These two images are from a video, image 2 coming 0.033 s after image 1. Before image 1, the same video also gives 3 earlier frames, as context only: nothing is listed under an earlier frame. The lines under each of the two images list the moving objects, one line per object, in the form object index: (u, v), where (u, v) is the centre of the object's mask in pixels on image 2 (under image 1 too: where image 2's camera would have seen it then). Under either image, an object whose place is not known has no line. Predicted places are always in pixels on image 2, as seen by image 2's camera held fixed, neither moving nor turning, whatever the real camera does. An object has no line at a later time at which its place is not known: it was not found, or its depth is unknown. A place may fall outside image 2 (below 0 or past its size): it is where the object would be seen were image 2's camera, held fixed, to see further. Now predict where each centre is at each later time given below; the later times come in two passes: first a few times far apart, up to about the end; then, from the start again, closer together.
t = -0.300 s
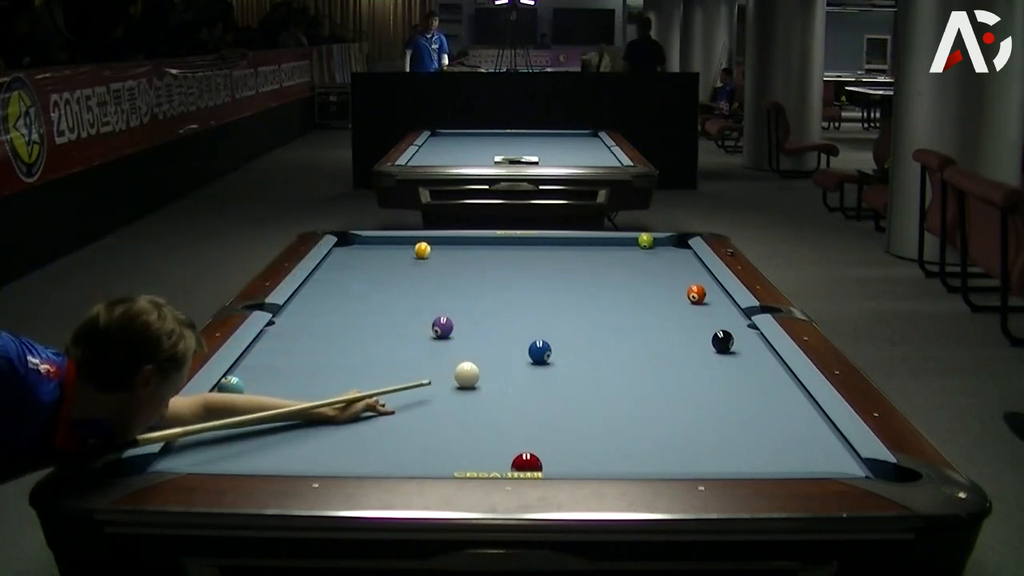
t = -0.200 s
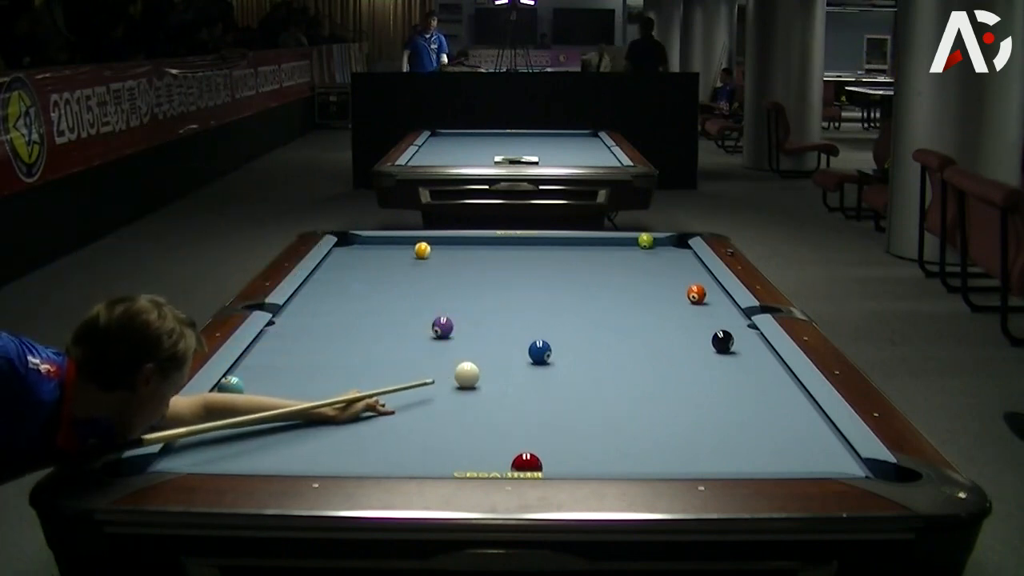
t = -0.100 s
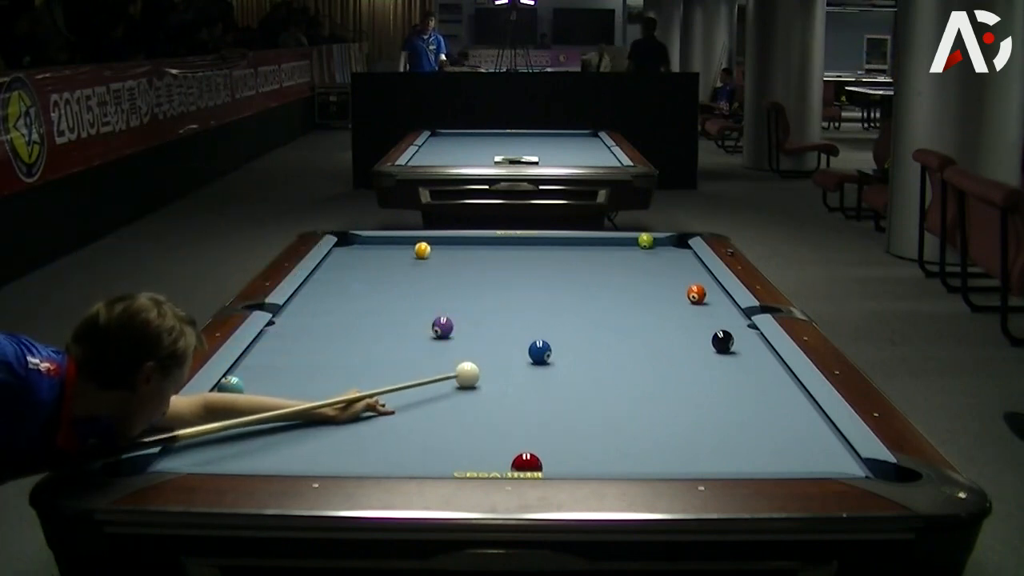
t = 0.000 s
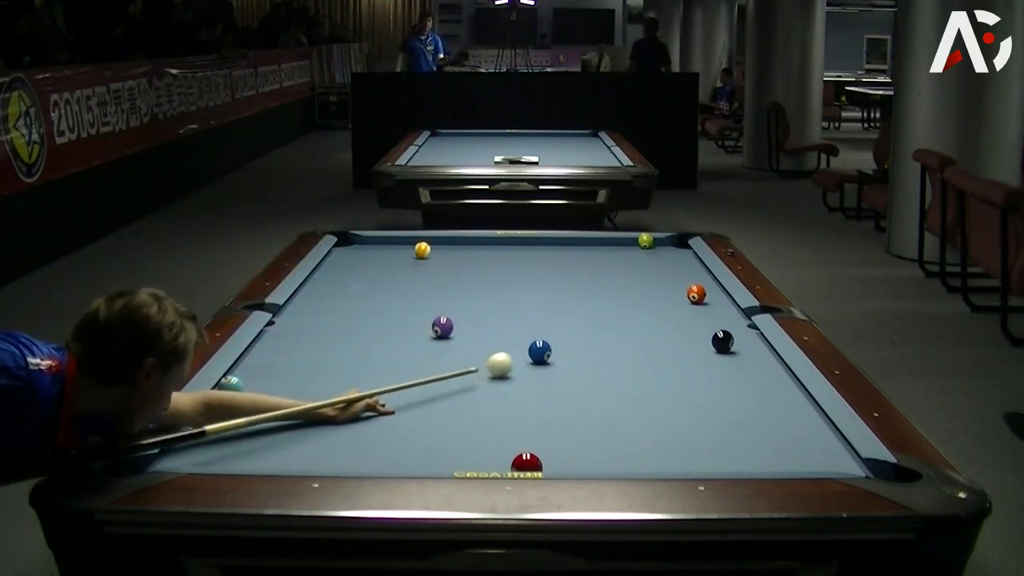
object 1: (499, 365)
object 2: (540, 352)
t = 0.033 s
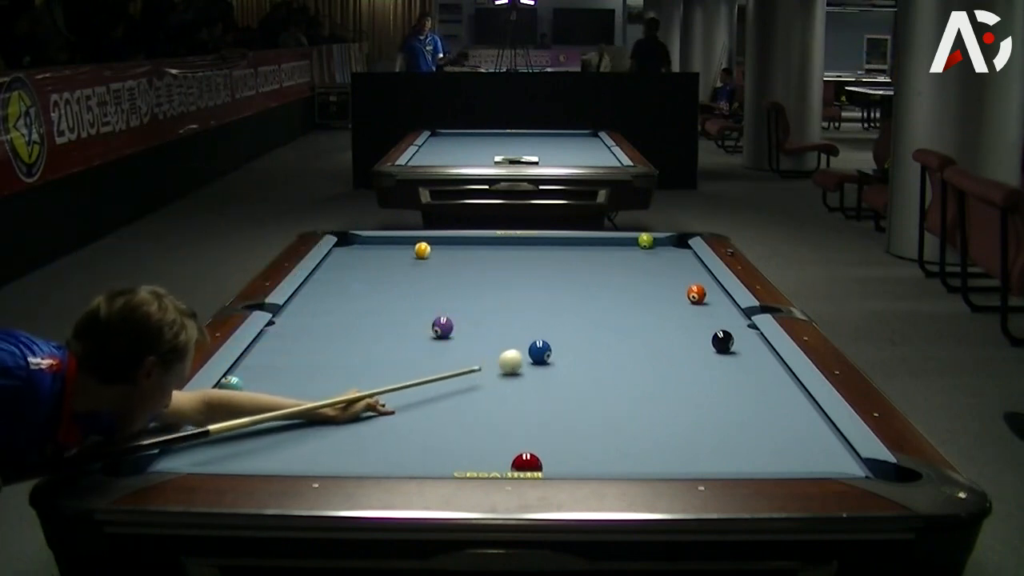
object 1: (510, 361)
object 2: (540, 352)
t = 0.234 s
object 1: (548, 356)
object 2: (560, 340)
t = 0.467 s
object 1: (584, 354)
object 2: (583, 328)
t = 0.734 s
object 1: (621, 350)
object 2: (607, 315)
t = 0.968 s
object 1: (651, 347)
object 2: (625, 305)
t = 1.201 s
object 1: (679, 345)
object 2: (642, 296)
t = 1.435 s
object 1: (702, 343)
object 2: (657, 288)
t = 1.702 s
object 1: (708, 343)
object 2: (672, 279)
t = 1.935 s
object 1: (712, 342)
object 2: (684, 272)
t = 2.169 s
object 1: (713, 342)
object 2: (694, 267)
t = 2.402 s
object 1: (713, 342)
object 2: (688, 261)
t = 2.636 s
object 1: (713, 342)
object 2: (679, 257)
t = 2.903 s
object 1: (713, 342)
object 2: (669, 252)
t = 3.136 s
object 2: (661, 248)
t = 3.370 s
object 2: (655, 245)
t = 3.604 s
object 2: (653, 244)
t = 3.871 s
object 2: (654, 244)
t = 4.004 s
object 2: (655, 244)
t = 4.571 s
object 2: (657, 244)
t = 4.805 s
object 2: (657, 244)
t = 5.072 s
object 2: (657, 244)
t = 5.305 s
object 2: (657, 244)
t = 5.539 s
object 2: (657, 244)
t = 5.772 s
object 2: (656, 244)
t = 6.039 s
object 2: (657, 244)
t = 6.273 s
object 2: (657, 244)
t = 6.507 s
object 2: (656, 244)
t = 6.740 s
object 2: (656, 244)
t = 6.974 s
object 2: (656, 244)
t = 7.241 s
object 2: (657, 244)
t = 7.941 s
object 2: (657, 244)
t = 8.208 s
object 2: (657, 244)
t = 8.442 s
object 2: (657, 244)
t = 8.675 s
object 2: (657, 244)
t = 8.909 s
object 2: (657, 243)
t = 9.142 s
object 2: (656, 244)
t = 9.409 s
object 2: (656, 244)
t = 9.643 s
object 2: (656, 244)
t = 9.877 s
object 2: (656, 244)
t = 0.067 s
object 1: (521, 359)
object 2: (541, 351)
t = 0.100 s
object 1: (530, 357)
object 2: (544, 349)
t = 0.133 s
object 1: (534, 357)
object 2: (548, 346)
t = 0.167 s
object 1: (538, 357)
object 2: (552, 344)
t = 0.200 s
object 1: (543, 357)
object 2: (556, 342)
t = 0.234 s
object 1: (548, 356)
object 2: (560, 340)
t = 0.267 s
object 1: (553, 356)
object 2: (563, 338)
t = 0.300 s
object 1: (559, 356)
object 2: (567, 336)
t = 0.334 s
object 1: (563, 355)
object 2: (570, 334)
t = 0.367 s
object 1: (568, 355)
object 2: (574, 333)
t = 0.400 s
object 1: (574, 354)
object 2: (577, 331)
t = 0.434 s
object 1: (578, 354)
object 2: (580, 330)
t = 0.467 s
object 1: (584, 354)
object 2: (583, 328)
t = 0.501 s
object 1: (588, 353)
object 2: (586, 327)
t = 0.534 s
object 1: (593, 353)
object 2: (589, 325)
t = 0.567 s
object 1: (598, 352)
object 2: (592, 323)
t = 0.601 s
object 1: (603, 352)
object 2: (595, 322)
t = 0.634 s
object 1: (607, 351)
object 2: (598, 320)
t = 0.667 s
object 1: (612, 351)
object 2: (601, 318)
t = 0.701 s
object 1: (617, 351)
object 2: (604, 317)
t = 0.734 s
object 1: (621, 350)
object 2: (607, 315)
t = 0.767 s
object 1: (626, 350)
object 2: (610, 313)
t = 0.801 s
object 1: (630, 350)
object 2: (612, 312)
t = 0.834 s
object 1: (634, 349)
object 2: (615, 311)
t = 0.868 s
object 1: (638, 349)
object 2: (617, 309)
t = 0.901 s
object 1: (643, 348)
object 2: (620, 308)
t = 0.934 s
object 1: (647, 348)
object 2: (623, 306)
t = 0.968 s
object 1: (651, 347)
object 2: (625, 305)
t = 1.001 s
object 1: (655, 347)
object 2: (628, 303)
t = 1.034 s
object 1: (660, 347)
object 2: (630, 302)
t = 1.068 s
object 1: (664, 346)
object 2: (633, 301)
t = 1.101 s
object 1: (668, 346)
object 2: (635, 300)
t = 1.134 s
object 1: (672, 346)
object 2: (637, 298)
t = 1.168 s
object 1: (676, 345)
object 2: (639, 297)
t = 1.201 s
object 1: (679, 345)
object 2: (642, 296)
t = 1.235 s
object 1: (683, 344)
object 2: (644, 295)
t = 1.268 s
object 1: (687, 344)
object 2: (646, 293)
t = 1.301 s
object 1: (691, 344)
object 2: (648, 292)
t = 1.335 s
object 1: (694, 344)
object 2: (650, 291)
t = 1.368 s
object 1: (698, 343)
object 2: (652, 290)
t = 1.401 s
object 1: (702, 343)
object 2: (654, 289)
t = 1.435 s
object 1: (702, 343)
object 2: (657, 288)
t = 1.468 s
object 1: (703, 343)
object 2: (658, 286)
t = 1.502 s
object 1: (704, 343)
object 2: (661, 285)
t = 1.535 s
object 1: (704, 343)
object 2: (662, 284)
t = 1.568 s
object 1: (705, 343)
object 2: (664, 283)
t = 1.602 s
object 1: (706, 343)
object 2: (666, 282)
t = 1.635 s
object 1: (707, 343)
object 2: (668, 281)
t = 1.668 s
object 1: (707, 343)
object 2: (670, 280)
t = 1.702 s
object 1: (708, 343)
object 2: (672, 279)
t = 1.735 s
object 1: (709, 343)
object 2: (673, 278)
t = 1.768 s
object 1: (709, 343)
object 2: (675, 277)
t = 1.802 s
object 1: (710, 342)
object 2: (677, 276)
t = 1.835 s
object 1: (710, 342)
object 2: (678, 275)
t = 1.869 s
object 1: (711, 342)
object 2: (680, 274)
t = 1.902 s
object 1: (711, 342)
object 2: (682, 273)
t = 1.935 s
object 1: (712, 342)
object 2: (684, 272)
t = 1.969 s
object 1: (712, 342)
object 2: (685, 271)
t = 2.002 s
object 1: (712, 342)
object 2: (687, 270)
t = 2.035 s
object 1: (712, 342)
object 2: (688, 270)
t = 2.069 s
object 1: (713, 342)
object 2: (690, 269)
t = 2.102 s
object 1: (713, 342)
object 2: (691, 268)
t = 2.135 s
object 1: (713, 342)
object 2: (693, 267)
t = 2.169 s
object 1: (713, 342)
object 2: (694, 267)
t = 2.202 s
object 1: (713, 342)
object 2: (696, 266)
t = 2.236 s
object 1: (713, 342)
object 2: (696, 265)
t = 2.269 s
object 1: (713, 342)
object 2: (694, 264)
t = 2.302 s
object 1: (713, 342)
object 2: (692, 264)
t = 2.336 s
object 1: (713, 342)
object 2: (691, 263)
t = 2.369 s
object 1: (713, 342)
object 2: (689, 262)
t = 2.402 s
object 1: (713, 342)
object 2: (688, 261)
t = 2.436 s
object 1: (713, 342)
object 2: (686, 261)
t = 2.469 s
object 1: (713, 342)
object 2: (685, 260)
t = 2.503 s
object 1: (713, 342)
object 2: (684, 259)
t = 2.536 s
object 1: (713, 342)
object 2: (682, 259)
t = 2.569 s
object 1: (713, 342)
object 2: (681, 258)
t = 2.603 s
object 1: (713, 342)
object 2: (680, 257)
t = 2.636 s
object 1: (713, 342)
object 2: (679, 257)
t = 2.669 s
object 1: (713, 342)
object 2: (677, 256)
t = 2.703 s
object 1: (713, 342)
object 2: (676, 255)
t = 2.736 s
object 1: (713, 342)
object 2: (674, 255)
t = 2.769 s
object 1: (713, 342)
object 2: (674, 254)
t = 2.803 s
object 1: (713, 342)
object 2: (672, 254)
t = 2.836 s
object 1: (713, 342)
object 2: (671, 253)
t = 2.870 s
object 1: (713, 342)
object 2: (670, 253)
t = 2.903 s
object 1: (713, 342)
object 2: (669, 252)
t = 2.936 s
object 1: (713, 342)
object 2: (668, 252)
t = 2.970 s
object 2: (667, 251)
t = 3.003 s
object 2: (666, 250)
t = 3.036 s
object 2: (665, 250)
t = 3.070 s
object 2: (663, 250)
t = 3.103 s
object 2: (662, 249)
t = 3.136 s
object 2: (661, 248)
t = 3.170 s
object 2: (660, 248)
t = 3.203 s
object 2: (659, 247)
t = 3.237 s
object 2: (659, 247)
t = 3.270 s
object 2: (657, 246)
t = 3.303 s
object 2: (657, 246)
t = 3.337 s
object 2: (656, 245)
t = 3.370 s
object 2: (655, 245)
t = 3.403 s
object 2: (654, 244)
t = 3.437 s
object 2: (653, 244)
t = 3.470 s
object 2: (653, 244)
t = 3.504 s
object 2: (653, 244)
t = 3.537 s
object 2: (653, 244)
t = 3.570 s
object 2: (653, 244)
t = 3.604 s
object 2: (653, 244)
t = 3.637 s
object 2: (653, 244)
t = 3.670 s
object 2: (654, 244)
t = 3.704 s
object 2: (654, 244)
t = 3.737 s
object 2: (654, 244)
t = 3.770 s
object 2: (654, 244)
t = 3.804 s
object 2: (654, 244)
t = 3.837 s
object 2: (654, 244)
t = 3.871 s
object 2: (654, 244)
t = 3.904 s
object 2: (655, 244)
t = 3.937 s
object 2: (655, 244)
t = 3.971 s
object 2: (655, 244)
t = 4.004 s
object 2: (655, 244)
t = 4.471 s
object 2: (657, 244)
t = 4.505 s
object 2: (657, 244)
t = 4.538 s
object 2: (657, 244)
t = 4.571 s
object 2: (657, 244)
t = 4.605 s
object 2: (657, 244)
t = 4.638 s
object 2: (657, 244)
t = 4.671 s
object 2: (657, 244)
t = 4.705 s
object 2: (657, 244)
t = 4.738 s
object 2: (657, 244)
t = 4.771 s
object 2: (657, 244)
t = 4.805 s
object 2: (657, 244)
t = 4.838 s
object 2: (657, 244)
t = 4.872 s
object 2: (657, 244)
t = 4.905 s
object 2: (657, 244)
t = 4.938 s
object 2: (657, 244)
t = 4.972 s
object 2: (657, 244)
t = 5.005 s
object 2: (657, 244)
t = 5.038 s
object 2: (657, 244)
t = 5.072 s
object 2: (657, 244)
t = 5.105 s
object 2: (657, 244)
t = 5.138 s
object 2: (657, 244)
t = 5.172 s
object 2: (657, 244)
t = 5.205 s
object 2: (657, 244)
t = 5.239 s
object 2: (657, 244)
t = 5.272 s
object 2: (657, 244)
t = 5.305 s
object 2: (657, 244)
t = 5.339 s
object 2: (657, 244)
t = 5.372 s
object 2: (657, 244)
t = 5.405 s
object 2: (657, 244)
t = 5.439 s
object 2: (657, 244)
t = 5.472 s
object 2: (657, 244)
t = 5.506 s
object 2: (657, 244)
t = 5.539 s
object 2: (657, 244)
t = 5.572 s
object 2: (657, 244)
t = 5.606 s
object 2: (657, 244)
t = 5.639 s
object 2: (656, 244)
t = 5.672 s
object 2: (657, 244)
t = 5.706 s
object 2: (656, 244)
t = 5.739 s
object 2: (656, 244)
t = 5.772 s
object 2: (656, 244)
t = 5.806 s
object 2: (657, 244)
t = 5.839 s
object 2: (656, 244)
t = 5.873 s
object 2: (656, 244)
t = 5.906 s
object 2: (657, 244)
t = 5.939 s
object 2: (656, 244)
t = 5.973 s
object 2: (657, 244)
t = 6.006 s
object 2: (656, 244)
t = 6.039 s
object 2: (657, 244)
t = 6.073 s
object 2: (656, 244)
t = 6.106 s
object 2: (656, 244)
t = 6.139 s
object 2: (656, 244)
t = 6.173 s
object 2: (656, 244)
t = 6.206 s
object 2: (656, 244)
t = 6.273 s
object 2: (657, 244)
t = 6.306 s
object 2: (657, 244)
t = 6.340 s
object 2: (657, 244)
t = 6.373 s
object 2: (656, 244)
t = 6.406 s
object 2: (656, 244)
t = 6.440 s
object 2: (656, 244)
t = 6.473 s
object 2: (656, 244)
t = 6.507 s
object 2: (656, 244)
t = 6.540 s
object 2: (656, 244)
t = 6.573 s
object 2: (656, 244)
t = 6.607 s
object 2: (656, 244)
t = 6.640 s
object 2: (656, 244)
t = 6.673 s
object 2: (656, 244)
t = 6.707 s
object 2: (656, 244)
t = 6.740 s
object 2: (656, 244)
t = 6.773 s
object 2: (657, 244)
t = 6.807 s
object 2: (657, 244)
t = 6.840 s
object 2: (657, 244)
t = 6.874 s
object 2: (657, 244)
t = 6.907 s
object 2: (657, 244)
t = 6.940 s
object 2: (656, 244)
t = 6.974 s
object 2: (656, 244)
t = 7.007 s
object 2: (657, 244)
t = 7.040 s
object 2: (656, 244)
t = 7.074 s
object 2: (656, 244)
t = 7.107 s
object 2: (657, 244)
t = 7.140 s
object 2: (656, 244)
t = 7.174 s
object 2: (656, 244)
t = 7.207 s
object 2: (656, 244)
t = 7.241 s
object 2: (657, 244)
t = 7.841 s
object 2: (657, 244)
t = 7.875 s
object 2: (657, 244)
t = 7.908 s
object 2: (657, 244)
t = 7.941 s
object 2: (657, 244)
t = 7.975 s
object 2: (657, 244)
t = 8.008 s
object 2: (657, 244)
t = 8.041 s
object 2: (657, 244)
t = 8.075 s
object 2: (657, 244)
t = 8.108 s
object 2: (657, 244)
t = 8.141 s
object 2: (657, 244)
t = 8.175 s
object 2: (657, 244)
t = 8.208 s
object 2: (657, 244)
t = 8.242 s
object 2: (657, 244)
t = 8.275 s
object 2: (657, 244)
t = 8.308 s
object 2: (657, 244)
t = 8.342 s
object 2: (657, 244)
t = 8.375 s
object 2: (657, 244)
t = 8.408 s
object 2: (657, 244)
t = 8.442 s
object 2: (657, 244)
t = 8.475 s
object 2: (657, 244)
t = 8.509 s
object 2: (657, 244)
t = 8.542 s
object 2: (657, 244)
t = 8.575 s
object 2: (657, 244)
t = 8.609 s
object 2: (657, 244)
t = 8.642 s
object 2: (657, 244)
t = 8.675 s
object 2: (657, 244)
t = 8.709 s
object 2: (657, 244)
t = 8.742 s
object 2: (656, 245)
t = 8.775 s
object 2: (654, 247)
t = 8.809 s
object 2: (661, 240)
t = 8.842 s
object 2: (659, 242)
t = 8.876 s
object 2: (658, 242)
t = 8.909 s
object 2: (657, 243)
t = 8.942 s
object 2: (656, 244)
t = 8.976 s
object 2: (656, 244)
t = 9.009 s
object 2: (657, 244)
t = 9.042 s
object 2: (656, 244)
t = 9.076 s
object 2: (657, 244)
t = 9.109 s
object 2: (656, 244)
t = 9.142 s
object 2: (656, 244)
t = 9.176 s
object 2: (656, 244)
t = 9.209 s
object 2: (656, 244)
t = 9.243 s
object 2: (657, 244)
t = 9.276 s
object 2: (656, 244)
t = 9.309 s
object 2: (656, 244)
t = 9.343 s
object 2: (656, 244)
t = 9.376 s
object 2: (656, 244)
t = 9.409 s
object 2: (656, 244)
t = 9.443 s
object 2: (656, 244)
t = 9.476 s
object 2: (656, 244)
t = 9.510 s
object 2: (656, 244)
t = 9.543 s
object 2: (656, 244)
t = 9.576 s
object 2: (656, 244)
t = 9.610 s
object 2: (657, 244)
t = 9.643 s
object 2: (656, 244)
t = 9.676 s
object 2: (656, 244)
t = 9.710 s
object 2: (657, 244)
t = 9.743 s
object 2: (657, 244)
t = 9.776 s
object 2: (656, 244)
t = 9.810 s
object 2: (656, 244)
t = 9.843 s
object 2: (656, 244)
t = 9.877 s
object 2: (656, 244)
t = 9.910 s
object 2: (656, 244)
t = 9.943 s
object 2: (656, 244)
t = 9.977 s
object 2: (656, 244)
